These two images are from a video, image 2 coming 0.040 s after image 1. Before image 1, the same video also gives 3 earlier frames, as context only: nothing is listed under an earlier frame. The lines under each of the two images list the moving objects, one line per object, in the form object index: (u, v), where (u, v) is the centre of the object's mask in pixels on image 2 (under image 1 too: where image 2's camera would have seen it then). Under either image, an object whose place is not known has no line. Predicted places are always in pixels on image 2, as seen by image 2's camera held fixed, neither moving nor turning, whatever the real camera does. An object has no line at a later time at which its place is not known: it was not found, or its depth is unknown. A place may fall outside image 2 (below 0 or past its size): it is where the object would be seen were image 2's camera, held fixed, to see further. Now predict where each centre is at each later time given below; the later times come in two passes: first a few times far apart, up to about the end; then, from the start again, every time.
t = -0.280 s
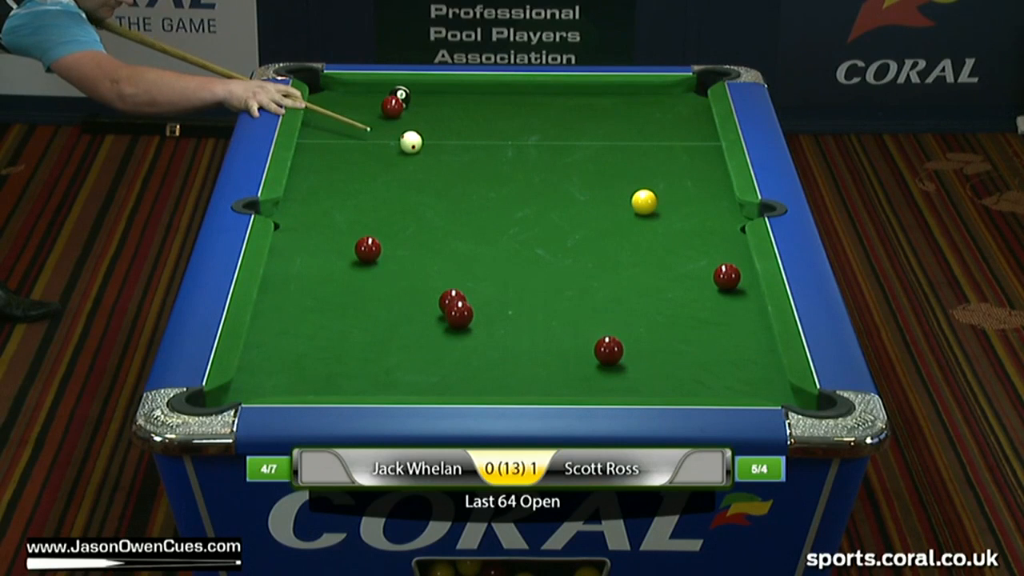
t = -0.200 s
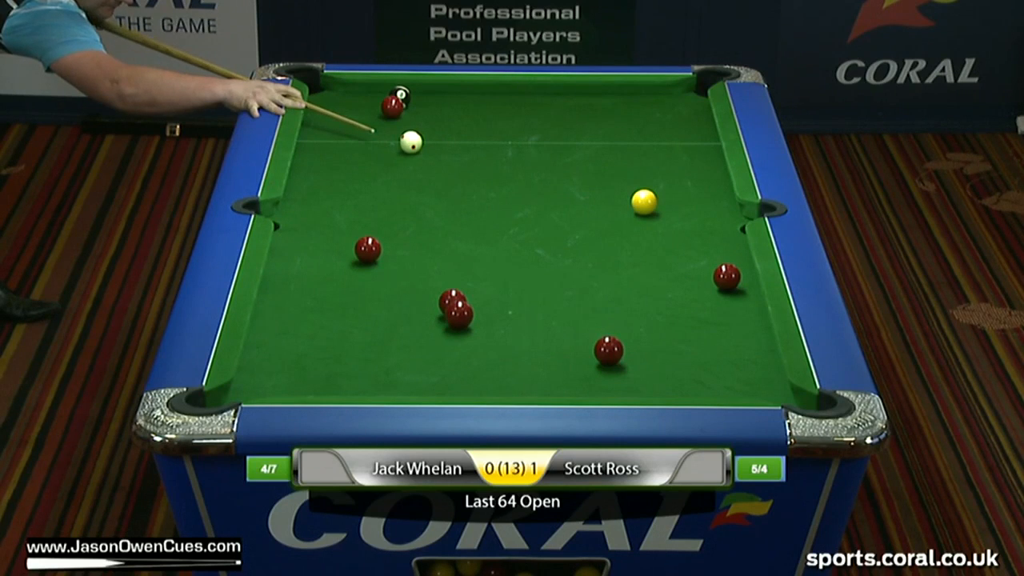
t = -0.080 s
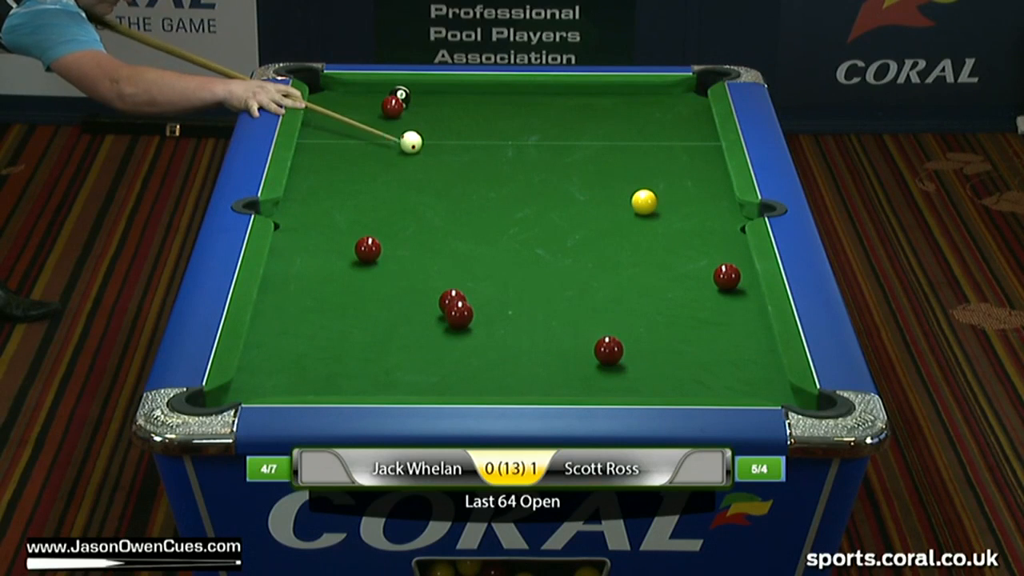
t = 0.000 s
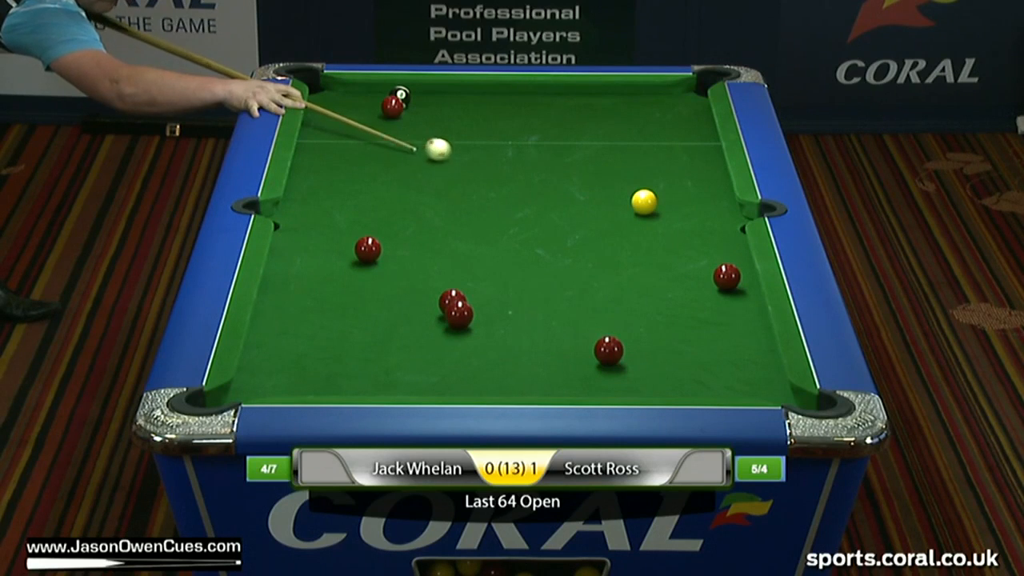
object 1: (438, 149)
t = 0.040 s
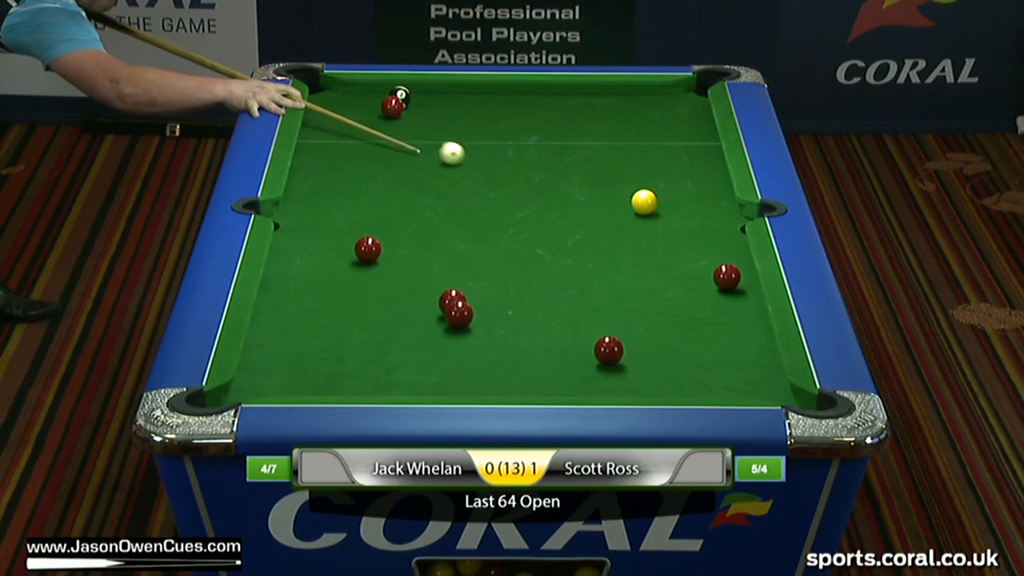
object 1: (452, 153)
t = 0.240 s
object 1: (502, 167)
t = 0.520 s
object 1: (561, 183)
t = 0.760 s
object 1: (611, 196)
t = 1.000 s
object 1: (621, 203)
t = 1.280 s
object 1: (623, 209)
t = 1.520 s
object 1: (625, 213)
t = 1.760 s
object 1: (627, 216)
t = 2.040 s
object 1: (629, 219)
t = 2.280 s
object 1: (630, 220)
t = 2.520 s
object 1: (631, 220)
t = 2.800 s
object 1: (631, 220)
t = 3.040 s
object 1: (631, 220)
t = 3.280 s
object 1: (631, 220)
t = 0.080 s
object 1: (464, 156)
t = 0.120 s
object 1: (475, 159)
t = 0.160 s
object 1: (485, 162)
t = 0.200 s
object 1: (493, 165)
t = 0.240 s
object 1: (502, 167)
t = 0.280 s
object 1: (510, 169)
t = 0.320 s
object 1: (519, 172)
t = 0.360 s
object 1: (527, 174)
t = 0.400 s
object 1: (536, 176)
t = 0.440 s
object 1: (544, 178)
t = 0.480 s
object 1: (552, 180)
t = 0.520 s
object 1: (561, 183)
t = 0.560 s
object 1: (569, 185)
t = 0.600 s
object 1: (577, 187)
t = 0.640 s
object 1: (586, 189)
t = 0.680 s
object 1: (594, 192)
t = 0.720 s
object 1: (602, 194)
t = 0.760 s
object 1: (611, 196)
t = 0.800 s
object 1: (619, 198)
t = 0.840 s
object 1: (620, 200)
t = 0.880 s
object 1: (620, 201)
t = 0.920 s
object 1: (621, 202)
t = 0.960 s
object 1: (621, 202)
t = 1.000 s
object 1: (621, 203)
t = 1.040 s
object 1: (622, 204)
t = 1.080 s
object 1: (622, 205)
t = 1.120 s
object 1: (622, 206)
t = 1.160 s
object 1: (623, 206)
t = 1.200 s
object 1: (623, 207)
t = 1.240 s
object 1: (623, 208)
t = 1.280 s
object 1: (623, 209)
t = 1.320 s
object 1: (624, 209)
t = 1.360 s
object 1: (624, 210)
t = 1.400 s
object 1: (624, 211)
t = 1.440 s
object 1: (625, 211)
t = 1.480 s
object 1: (625, 212)
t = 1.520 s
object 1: (625, 213)
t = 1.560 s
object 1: (625, 213)
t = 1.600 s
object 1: (625, 214)
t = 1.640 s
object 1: (626, 215)
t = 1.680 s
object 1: (626, 215)
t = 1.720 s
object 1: (626, 215)
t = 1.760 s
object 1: (627, 216)
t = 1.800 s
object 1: (627, 216)
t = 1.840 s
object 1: (627, 217)
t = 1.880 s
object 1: (628, 217)
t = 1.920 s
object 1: (628, 218)
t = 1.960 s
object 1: (628, 218)
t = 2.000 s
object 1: (629, 218)
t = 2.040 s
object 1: (629, 219)
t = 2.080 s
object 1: (629, 219)
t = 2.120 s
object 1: (629, 219)
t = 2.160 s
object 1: (629, 219)
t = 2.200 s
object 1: (630, 219)
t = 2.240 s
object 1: (630, 220)
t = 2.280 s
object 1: (630, 220)
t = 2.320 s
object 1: (630, 220)
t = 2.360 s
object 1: (631, 220)
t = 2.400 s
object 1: (631, 220)
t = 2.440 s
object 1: (631, 220)
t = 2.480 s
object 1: (631, 220)
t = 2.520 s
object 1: (631, 220)
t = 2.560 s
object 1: (631, 220)
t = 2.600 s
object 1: (631, 220)
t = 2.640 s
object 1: (631, 220)
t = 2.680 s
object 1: (631, 220)
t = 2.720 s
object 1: (631, 220)
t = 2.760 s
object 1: (631, 220)
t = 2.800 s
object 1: (631, 220)
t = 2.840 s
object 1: (631, 220)
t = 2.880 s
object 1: (631, 220)
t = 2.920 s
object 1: (631, 220)
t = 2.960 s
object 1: (631, 220)
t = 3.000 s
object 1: (631, 220)
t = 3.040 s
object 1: (631, 220)
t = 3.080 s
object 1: (631, 220)
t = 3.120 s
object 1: (631, 220)
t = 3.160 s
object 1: (631, 220)
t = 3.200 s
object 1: (631, 220)
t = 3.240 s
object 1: (631, 220)
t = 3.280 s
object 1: (631, 220)
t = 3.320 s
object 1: (631, 220)
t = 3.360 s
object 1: (631, 220)
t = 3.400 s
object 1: (631, 220)
